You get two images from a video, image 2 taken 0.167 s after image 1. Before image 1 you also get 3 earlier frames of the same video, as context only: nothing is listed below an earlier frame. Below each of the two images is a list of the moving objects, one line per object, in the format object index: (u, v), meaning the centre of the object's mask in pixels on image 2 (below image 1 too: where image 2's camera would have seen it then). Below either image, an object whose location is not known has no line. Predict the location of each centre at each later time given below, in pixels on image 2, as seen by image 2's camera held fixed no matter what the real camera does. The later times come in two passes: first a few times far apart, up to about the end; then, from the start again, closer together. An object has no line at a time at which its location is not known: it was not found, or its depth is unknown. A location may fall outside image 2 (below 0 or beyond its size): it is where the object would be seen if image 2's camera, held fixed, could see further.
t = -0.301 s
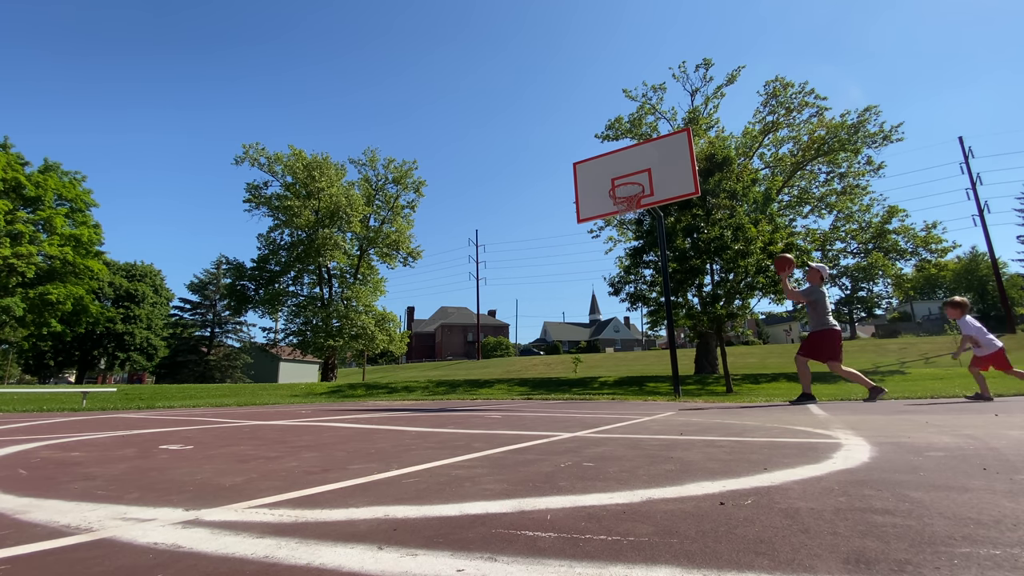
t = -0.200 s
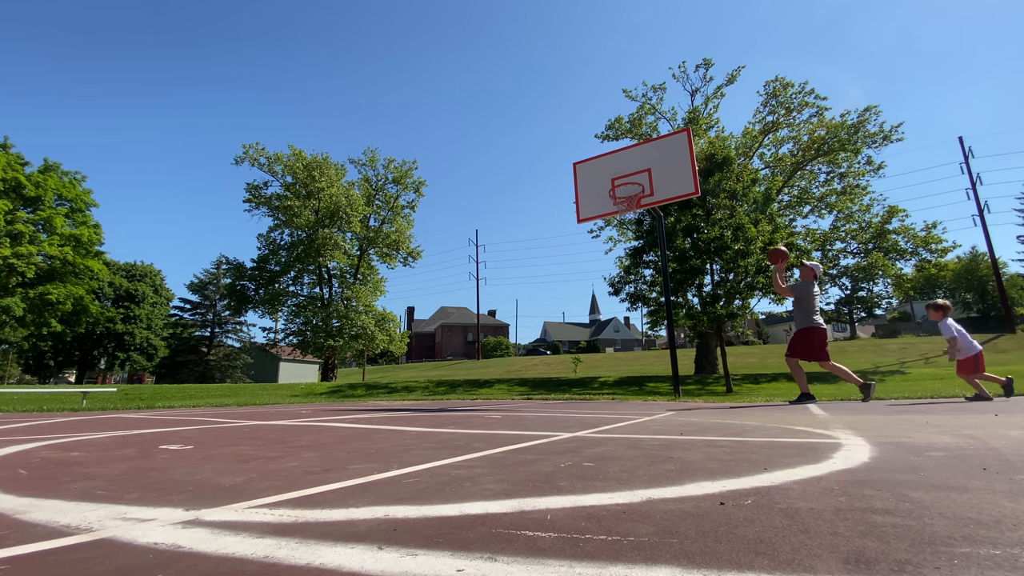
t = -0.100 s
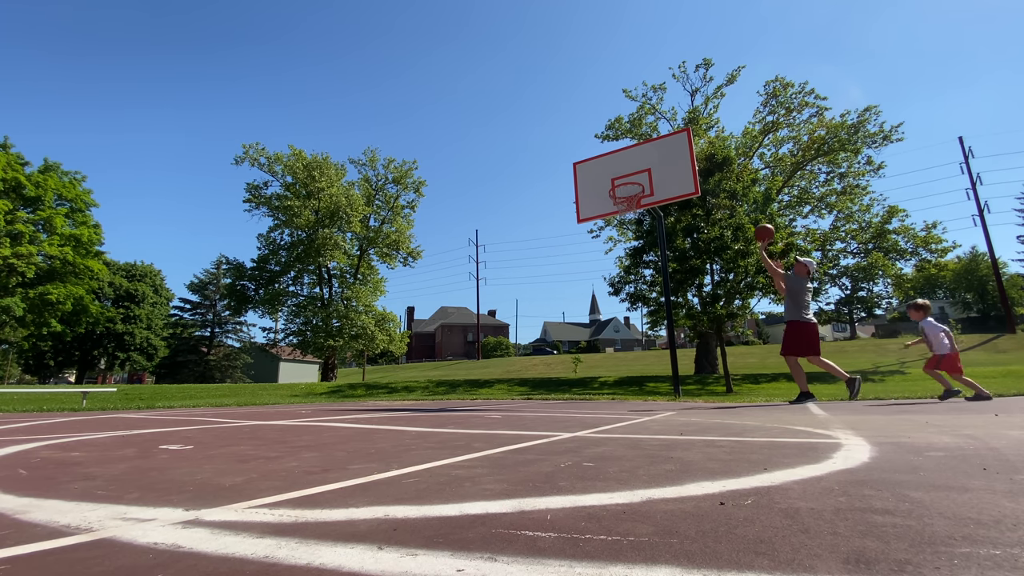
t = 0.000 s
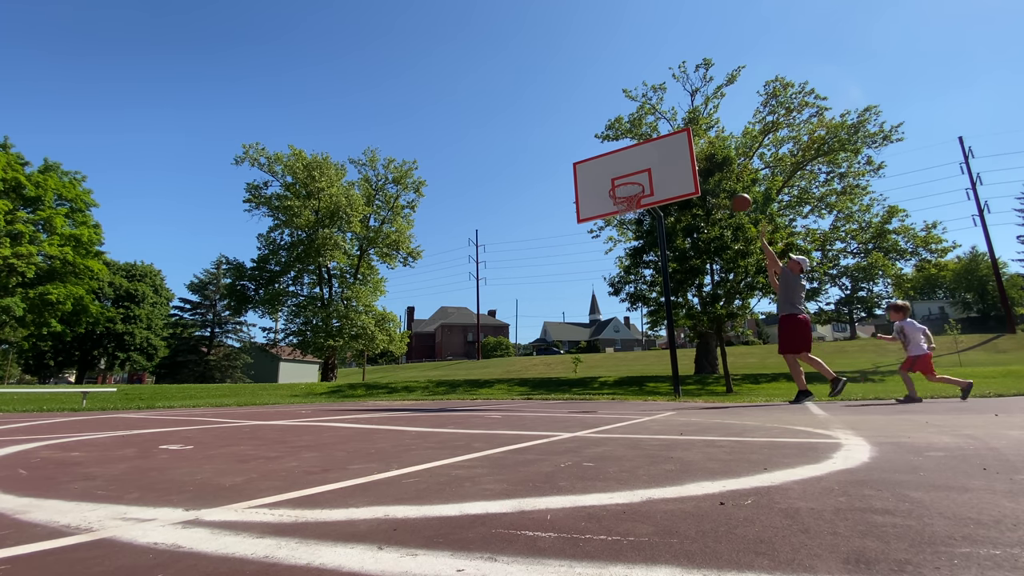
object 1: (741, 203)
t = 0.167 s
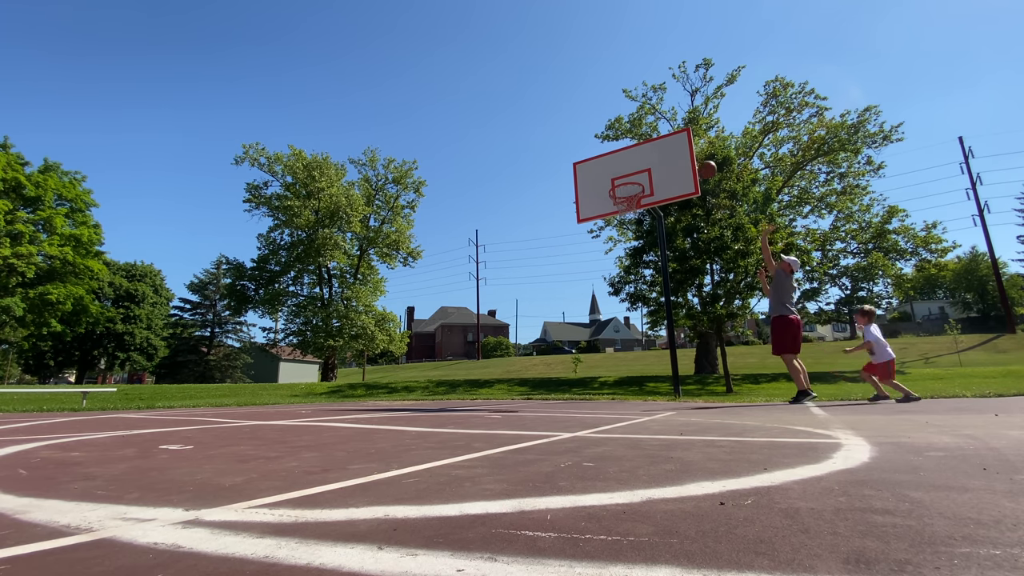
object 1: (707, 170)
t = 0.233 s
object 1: (694, 162)
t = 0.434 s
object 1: (660, 158)
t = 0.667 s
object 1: (626, 176)
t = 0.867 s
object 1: (606, 182)
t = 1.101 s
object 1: (587, 196)
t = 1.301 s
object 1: (573, 233)
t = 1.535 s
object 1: (560, 307)
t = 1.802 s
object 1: (544, 370)
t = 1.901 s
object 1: (536, 338)
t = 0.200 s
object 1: (700, 166)
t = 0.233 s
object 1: (694, 162)
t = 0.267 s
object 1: (688, 160)
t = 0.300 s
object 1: (682, 158)
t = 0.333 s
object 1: (676, 157)
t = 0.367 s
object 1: (671, 156)
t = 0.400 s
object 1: (665, 157)
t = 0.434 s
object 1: (660, 158)
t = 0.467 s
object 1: (655, 159)
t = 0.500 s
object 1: (649, 162)
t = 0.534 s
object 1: (644, 165)
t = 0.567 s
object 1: (639, 168)
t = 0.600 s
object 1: (634, 173)
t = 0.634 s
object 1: (629, 175)
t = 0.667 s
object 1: (626, 176)
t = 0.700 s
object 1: (622, 175)
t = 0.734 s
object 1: (618, 177)
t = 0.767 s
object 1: (615, 178)
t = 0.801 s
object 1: (611, 180)
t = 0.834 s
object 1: (608, 182)
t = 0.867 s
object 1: (606, 182)
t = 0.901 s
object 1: (602, 182)
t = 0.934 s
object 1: (600, 183)
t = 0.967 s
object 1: (597, 184)
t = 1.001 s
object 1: (594, 186)
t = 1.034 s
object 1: (592, 189)
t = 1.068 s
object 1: (589, 192)
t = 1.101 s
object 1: (587, 196)
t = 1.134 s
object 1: (584, 200)
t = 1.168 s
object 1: (582, 206)
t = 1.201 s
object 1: (580, 212)
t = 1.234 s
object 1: (578, 218)
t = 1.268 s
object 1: (575, 225)
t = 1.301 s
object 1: (573, 233)
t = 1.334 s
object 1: (571, 242)
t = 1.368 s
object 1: (569, 251)
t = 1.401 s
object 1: (567, 261)
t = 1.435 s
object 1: (565, 271)
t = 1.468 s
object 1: (563, 283)
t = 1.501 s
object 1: (562, 295)
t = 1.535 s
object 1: (560, 307)
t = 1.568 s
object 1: (558, 321)
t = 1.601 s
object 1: (556, 335)
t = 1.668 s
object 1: (553, 366)
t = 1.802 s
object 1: (544, 370)
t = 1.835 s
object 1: (541, 358)
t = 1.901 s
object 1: (536, 338)
